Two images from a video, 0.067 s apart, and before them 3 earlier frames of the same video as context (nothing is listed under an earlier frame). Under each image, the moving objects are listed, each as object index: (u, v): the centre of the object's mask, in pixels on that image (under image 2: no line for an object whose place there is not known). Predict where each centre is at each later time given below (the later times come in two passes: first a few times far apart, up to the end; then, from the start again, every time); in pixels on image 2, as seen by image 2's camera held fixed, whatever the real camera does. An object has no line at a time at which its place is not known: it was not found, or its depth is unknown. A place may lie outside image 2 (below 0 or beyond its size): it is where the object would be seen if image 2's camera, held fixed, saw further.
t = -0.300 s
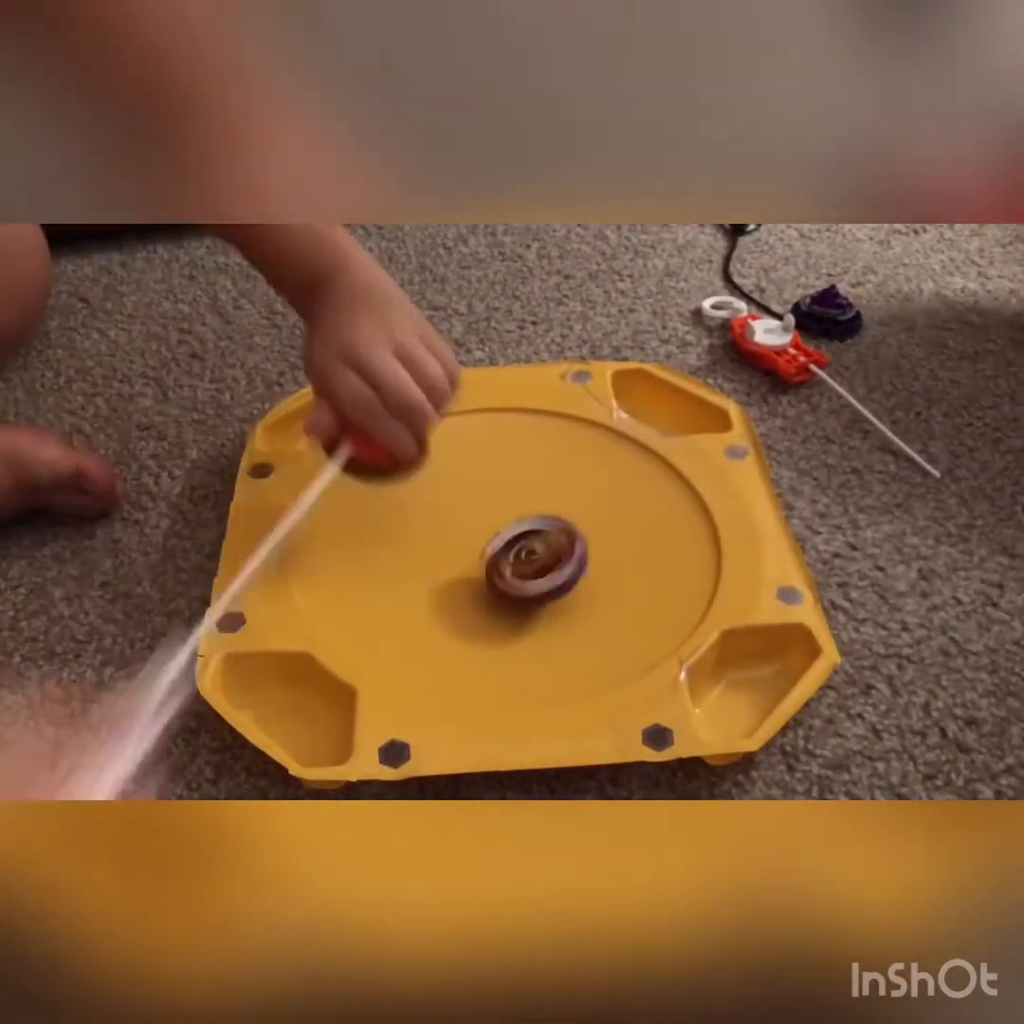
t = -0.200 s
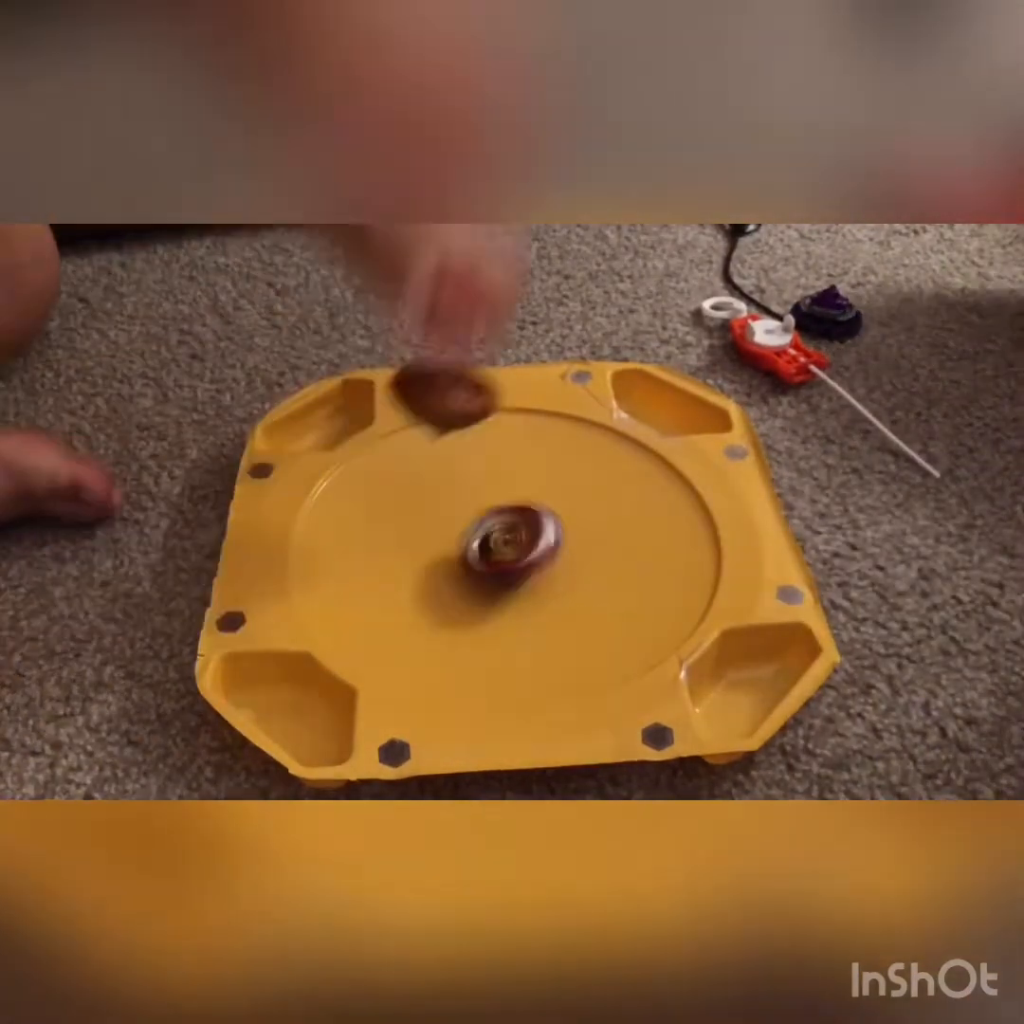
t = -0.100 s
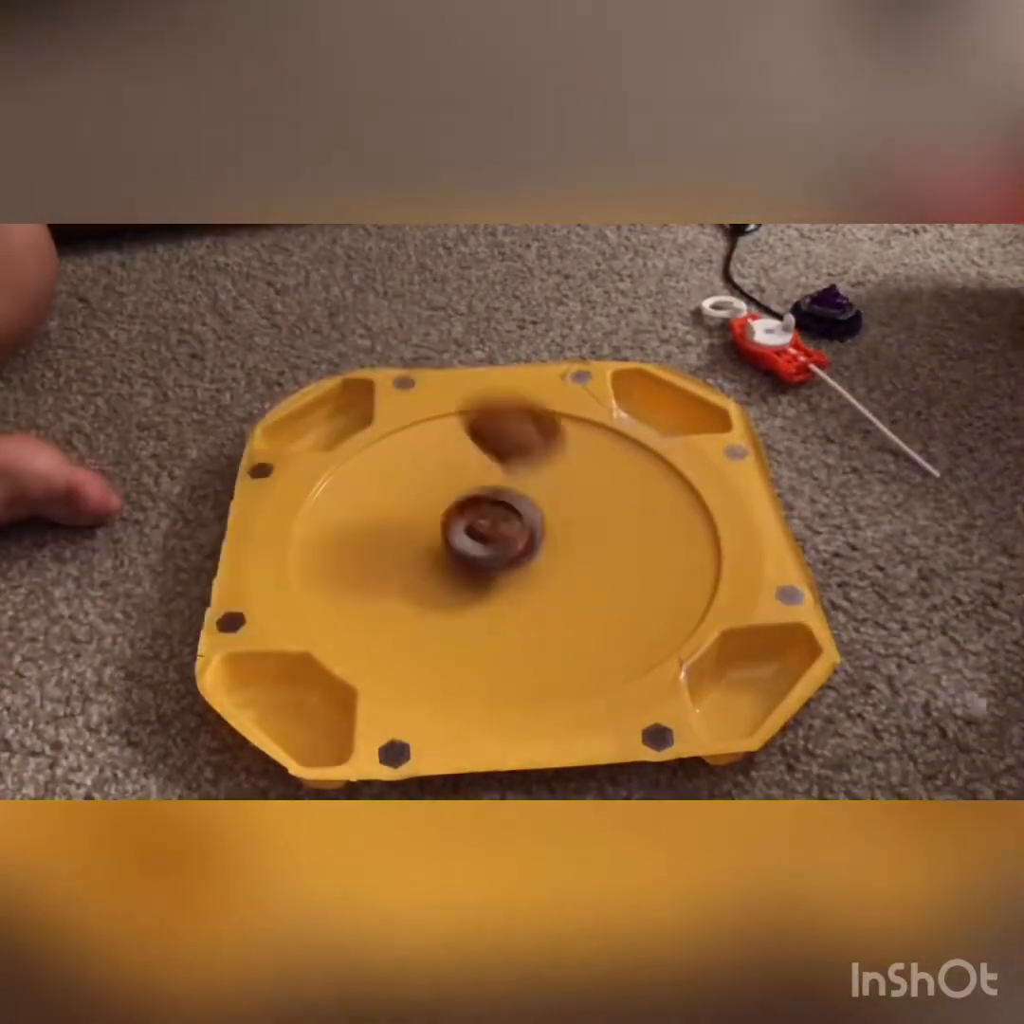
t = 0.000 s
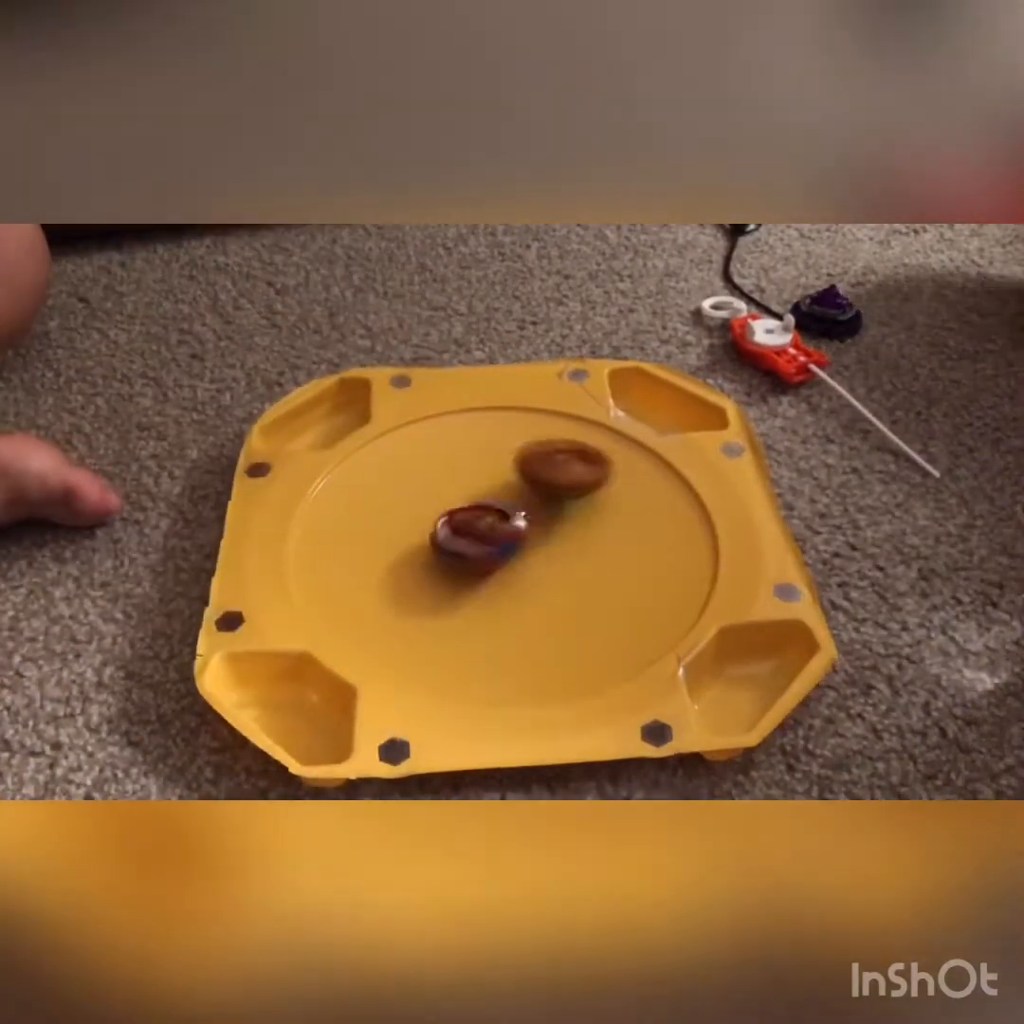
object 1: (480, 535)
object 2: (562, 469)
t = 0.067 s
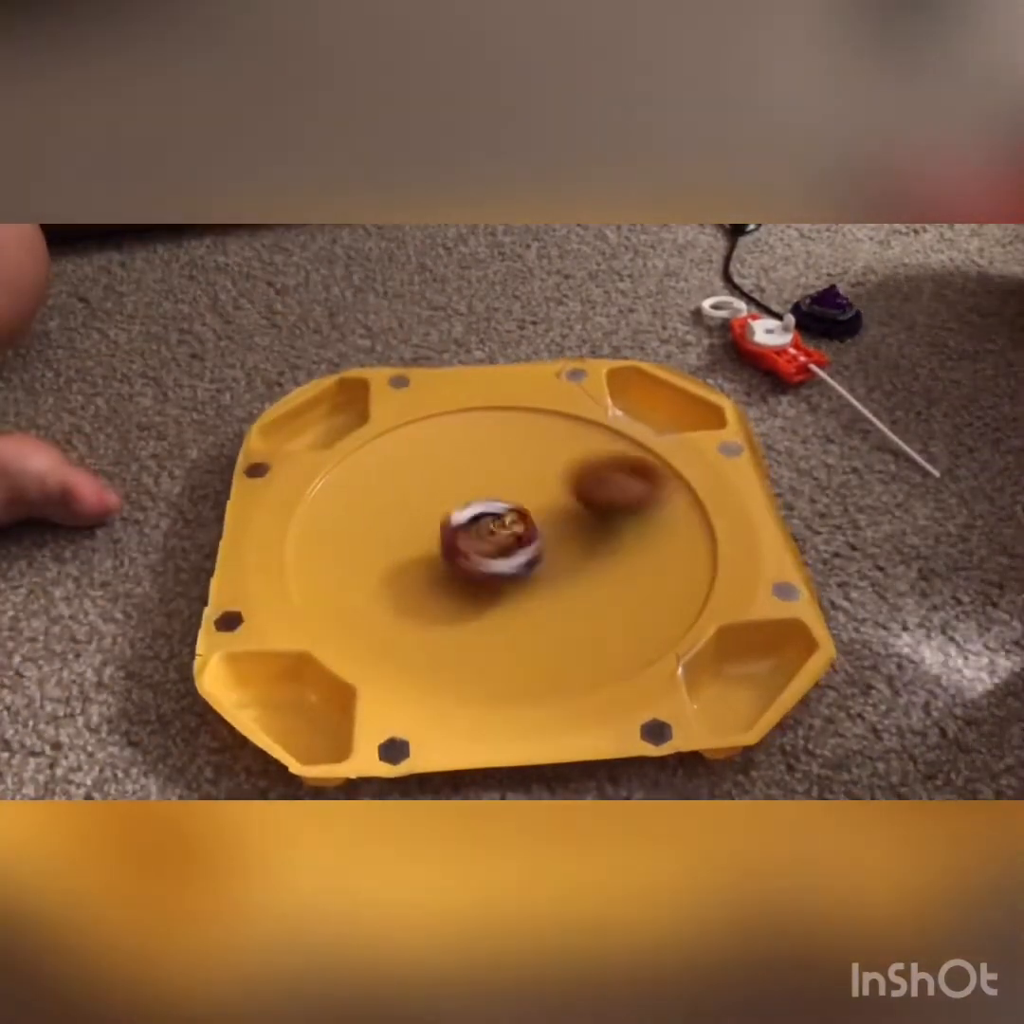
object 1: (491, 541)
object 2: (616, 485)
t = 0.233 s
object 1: (518, 556)
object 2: (684, 587)
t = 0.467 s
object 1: (531, 547)
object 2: (480, 616)
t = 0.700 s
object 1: (547, 497)
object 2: (498, 552)
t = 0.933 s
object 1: (558, 502)
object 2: (524, 556)
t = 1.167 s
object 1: (558, 501)
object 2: (517, 553)
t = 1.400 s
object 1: (556, 507)
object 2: (467, 545)
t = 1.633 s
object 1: (559, 503)
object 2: (465, 535)
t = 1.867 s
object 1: (548, 498)
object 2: (450, 515)
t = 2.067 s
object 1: (553, 500)
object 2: (485, 542)
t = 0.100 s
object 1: (497, 544)
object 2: (648, 501)
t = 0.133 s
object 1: (503, 546)
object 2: (677, 520)
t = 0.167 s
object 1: (509, 551)
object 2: (700, 540)
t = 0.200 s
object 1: (513, 555)
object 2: (705, 559)
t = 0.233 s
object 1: (518, 556)
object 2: (684, 587)
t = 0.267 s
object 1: (522, 554)
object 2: (671, 607)
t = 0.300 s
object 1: (526, 555)
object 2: (639, 628)
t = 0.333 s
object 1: (528, 553)
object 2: (597, 651)
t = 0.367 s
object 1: (530, 553)
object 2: (552, 659)
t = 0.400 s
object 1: (530, 552)
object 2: (514, 654)
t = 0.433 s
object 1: (529, 551)
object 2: (488, 637)
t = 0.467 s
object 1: (531, 547)
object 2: (480, 616)
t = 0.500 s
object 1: (535, 540)
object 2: (482, 594)
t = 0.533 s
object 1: (544, 540)
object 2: (486, 575)
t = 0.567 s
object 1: (546, 525)
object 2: (486, 565)
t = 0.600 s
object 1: (547, 513)
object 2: (487, 561)
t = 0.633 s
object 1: (548, 504)
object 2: (490, 557)
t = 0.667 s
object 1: (547, 499)
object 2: (493, 554)
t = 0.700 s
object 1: (547, 497)
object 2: (498, 552)
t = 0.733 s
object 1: (548, 495)
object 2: (503, 550)
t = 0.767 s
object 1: (549, 496)
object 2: (508, 550)
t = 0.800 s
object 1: (551, 497)
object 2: (513, 552)
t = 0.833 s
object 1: (553, 498)
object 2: (517, 553)
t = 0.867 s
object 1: (555, 499)
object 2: (520, 553)
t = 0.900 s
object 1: (557, 500)
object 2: (522, 555)
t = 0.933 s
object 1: (558, 502)
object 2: (524, 556)
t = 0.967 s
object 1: (557, 502)
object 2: (524, 558)
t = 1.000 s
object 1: (556, 501)
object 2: (523, 559)
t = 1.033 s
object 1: (555, 501)
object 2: (522, 559)
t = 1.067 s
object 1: (556, 501)
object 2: (521, 559)
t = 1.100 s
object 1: (556, 502)
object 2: (519, 558)
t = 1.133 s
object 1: (558, 502)
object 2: (518, 556)
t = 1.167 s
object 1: (558, 501)
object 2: (517, 553)
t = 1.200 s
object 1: (558, 501)
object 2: (518, 551)
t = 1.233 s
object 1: (560, 499)
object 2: (517, 551)
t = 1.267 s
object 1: (559, 502)
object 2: (507, 555)
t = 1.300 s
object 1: (558, 503)
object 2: (495, 557)
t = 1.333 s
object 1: (557, 504)
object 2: (484, 554)
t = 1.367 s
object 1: (556, 506)
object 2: (474, 551)
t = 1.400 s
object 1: (556, 507)
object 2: (467, 545)
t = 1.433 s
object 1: (557, 507)
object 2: (467, 536)
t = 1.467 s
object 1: (557, 507)
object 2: (471, 529)
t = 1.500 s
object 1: (560, 505)
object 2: (479, 524)
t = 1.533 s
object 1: (558, 499)
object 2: (485, 525)
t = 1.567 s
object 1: (557, 498)
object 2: (484, 527)
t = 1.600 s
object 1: (558, 501)
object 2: (476, 534)
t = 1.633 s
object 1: (559, 503)
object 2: (465, 535)
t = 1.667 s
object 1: (561, 503)
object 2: (455, 535)
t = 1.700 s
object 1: (561, 503)
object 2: (447, 532)
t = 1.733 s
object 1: (558, 502)
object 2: (442, 528)
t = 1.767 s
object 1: (555, 502)
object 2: (440, 524)
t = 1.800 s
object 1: (552, 500)
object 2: (441, 520)
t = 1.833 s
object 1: (550, 499)
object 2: (444, 517)
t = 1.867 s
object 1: (548, 498)
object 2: (450, 515)
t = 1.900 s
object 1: (546, 498)
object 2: (458, 516)
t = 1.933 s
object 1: (548, 496)
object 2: (466, 518)
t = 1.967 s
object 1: (550, 497)
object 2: (474, 521)
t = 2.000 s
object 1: (553, 496)
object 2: (481, 526)
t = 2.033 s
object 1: (554, 498)
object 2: (485, 534)
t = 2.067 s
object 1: (553, 500)
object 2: (485, 542)
